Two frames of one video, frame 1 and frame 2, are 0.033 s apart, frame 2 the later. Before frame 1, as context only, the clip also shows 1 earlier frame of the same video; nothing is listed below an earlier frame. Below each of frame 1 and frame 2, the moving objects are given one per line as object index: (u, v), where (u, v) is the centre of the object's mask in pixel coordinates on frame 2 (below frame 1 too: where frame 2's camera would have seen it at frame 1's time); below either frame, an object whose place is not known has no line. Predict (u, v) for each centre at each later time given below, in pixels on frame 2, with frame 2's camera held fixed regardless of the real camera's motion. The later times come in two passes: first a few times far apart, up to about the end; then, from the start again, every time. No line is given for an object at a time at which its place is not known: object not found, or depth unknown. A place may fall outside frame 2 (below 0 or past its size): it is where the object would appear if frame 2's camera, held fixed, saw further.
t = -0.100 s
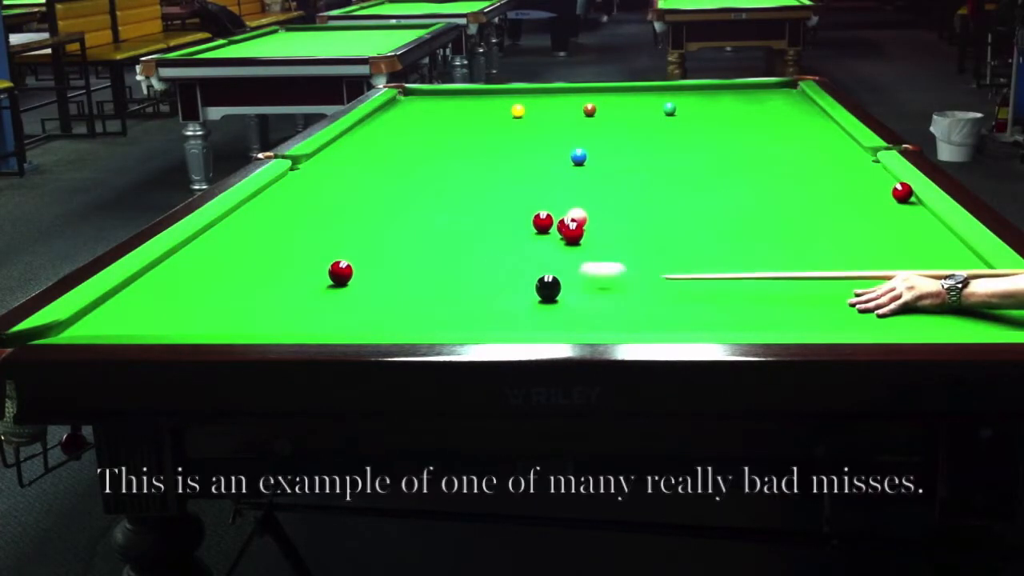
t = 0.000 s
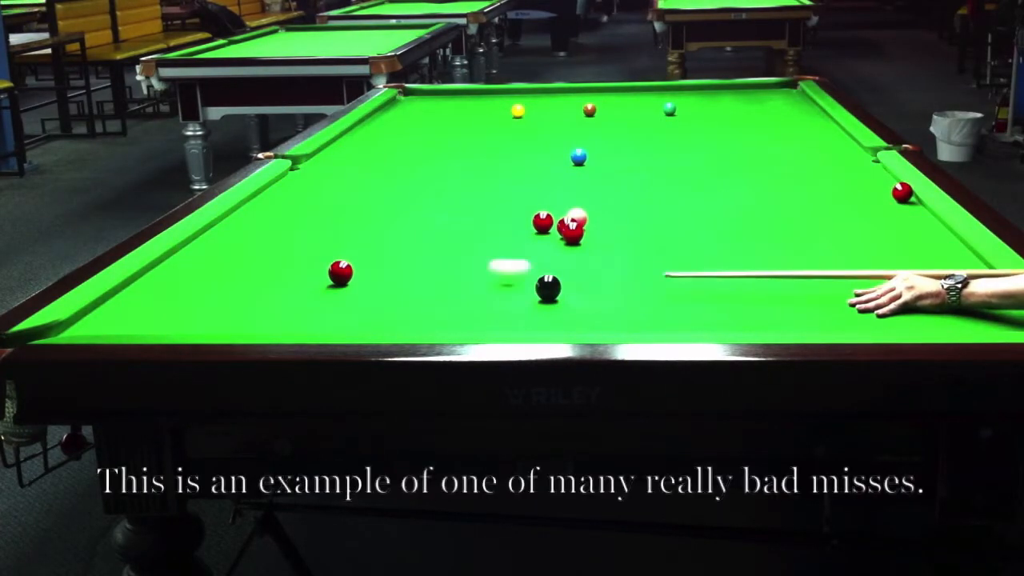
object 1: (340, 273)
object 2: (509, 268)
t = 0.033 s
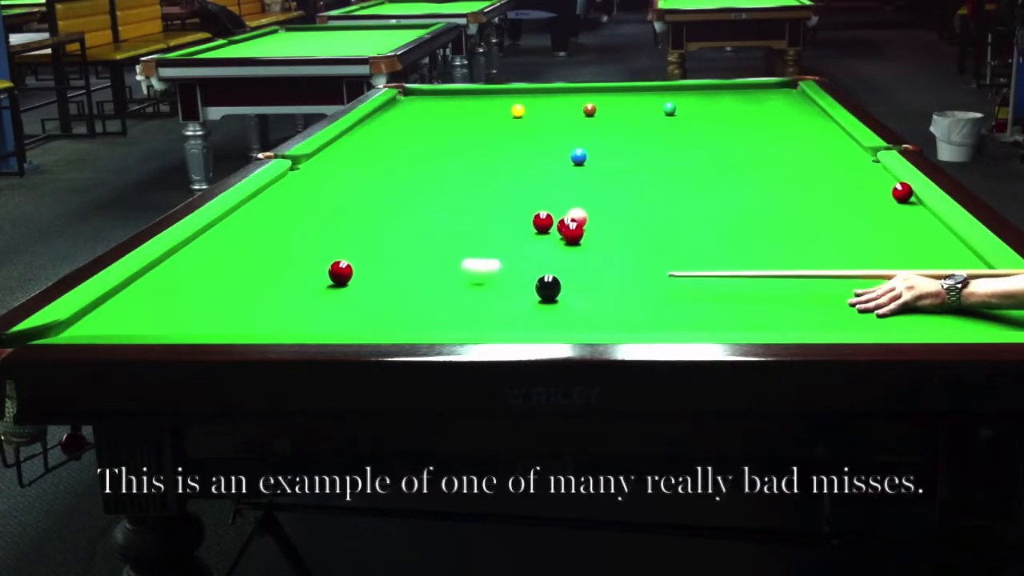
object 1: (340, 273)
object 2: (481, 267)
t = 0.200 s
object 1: (338, 274)
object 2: (355, 261)
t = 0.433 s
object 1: (286, 287)
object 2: (245, 245)
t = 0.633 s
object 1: (245, 298)
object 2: (240, 232)
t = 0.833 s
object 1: (203, 309)
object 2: (319, 222)
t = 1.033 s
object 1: (161, 319)
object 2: (386, 213)
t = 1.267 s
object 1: (113, 327)
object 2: (459, 204)
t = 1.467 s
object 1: (95, 326)
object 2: (516, 195)
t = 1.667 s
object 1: (86, 322)
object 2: (569, 188)
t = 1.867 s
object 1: (83, 319)
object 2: (618, 181)
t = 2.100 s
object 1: (98, 315)
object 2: (672, 173)
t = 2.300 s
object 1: (110, 311)
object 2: (714, 167)
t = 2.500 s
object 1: (119, 309)
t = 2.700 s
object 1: (127, 307)
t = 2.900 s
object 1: (134, 306)
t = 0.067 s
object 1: (340, 273)
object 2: (453, 266)
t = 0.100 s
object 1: (340, 273)
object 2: (427, 266)
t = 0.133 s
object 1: (340, 273)
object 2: (402, 265)
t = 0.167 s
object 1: (340, 273)
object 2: (377, 264)
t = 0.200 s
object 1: (338, 274)
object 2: (355, 261)
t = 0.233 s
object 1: (329, 276)
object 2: (339, 258)
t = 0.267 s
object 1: (320, 278)
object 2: (323, 255)
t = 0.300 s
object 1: (313, 279)
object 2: (308, 254)
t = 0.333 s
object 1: (307, 282)
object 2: (292, 252)
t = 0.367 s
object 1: (300, 283)
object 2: (276, 249)
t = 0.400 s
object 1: (293, 285)
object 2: (260, 246)
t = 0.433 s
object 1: (286, 287)
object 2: (245, 245)
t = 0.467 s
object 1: (279, 289)
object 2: (230, 242)
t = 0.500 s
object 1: (272, 291)
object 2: (215, 240)
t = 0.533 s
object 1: (266, 292)
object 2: (201, 238)
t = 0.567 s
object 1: (259, 294)
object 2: (206, 236)
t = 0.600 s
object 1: (252, 296)
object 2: (223, 234)
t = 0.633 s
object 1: (245, 298)
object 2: (240, 232)
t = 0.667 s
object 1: (238, 300)
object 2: (255, 231)
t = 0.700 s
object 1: (231, 301)
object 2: (269, 229)
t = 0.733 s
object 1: (224, 303)
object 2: (282, 227)
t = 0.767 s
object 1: (217, 305)
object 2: (295, 226)
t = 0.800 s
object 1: (210, 307)
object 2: (306, 224)
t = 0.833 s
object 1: (203, 309)
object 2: (319, 222)
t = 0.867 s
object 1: (196, 311)
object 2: (330, 221)
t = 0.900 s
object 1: (190, 313)
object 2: (342, 219)
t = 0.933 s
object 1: (182, 315)
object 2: (353, 218)
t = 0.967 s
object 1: (175, 316)
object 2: (364, 216)
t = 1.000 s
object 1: (168, 318)
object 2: (375, 215)
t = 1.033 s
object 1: (161, 319)
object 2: (386, 213)
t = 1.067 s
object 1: (155, 320)
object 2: (397, 212)
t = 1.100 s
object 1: (148, 321)
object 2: (408, 210)
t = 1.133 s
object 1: (141, 322)
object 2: (419, 208)
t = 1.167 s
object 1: (134, 324)
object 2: (429, 207)
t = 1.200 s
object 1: (127, 325)
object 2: (439, 206)
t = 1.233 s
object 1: (120, 326)
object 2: (449, 205)
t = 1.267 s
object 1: (113, 327)
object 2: (459, 204)
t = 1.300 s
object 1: (106, 328)
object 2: (469, 202)
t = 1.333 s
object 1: (101, 328)
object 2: (478, 200)
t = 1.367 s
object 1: (100, 327)
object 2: (488, 199)
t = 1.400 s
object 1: (98, 327)
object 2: (497, 198)
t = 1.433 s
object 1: (97, 326)
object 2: (507, 196)
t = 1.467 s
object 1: (95, 326)
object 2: (516, 195)
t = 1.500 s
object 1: (93, 325)
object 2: (525, 194)
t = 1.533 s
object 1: (92, 325)
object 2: (534, 192)
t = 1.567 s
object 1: (91, 324)
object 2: (543, 191)
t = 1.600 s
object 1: (89, 323)
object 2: (552, 190)
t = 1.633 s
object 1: (88, 323)
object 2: (561, 188)
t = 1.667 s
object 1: (86, 322)
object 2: (569, 188)
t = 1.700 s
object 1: (85, 322)
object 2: (577, 186)
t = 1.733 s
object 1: (84, 321)
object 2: (586, 184)
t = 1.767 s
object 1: (82, 321)
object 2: (594, 183)
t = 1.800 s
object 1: (81, 320)
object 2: (602, 182)
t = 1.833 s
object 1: (81, 319)
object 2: (611, 182)
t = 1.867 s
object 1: (83, 319)
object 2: (618, 181)
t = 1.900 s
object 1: (85, 318)
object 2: (626, 179)
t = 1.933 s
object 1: (88, 318)
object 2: (634, 179)
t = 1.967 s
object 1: (90, 317)
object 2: (642, 178)
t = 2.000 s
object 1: (92, 316)
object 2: (650, 176)
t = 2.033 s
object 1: (94, 316)
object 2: (657, 175)
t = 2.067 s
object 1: (97, 315)
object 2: (664, 174)
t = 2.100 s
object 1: (98, 315)
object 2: (672, 173)
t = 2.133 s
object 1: (100, 314)
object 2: (679, 172)
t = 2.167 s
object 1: (102, 313)
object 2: (686, 171)
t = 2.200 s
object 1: (104, 313)
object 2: (693, 170)
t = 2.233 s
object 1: (106, 312)
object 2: (700, 169)
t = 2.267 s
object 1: (108, 312)
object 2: (707, 168)
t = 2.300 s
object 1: (110, 311)
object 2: (714, 167)
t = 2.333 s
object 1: (111, 311)
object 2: (721, 166)
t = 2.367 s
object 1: (113, 311)
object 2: (728, 166)
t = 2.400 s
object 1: (115, 310)
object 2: (734, 164)
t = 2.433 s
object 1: (116, 310)
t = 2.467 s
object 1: (118, 309)
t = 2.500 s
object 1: (119, 309)
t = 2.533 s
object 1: (120, 309)
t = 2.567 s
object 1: (122, 308)
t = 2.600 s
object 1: (123, 308)
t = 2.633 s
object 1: (125, 308)
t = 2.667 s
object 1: (126, 308)
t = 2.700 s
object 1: (127, 307)
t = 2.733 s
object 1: (128, 307)
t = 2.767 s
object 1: (130, 307)
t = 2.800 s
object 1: (131, 307)
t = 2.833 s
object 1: (131, 306)
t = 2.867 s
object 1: (133, 306)
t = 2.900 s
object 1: (134, 306)
